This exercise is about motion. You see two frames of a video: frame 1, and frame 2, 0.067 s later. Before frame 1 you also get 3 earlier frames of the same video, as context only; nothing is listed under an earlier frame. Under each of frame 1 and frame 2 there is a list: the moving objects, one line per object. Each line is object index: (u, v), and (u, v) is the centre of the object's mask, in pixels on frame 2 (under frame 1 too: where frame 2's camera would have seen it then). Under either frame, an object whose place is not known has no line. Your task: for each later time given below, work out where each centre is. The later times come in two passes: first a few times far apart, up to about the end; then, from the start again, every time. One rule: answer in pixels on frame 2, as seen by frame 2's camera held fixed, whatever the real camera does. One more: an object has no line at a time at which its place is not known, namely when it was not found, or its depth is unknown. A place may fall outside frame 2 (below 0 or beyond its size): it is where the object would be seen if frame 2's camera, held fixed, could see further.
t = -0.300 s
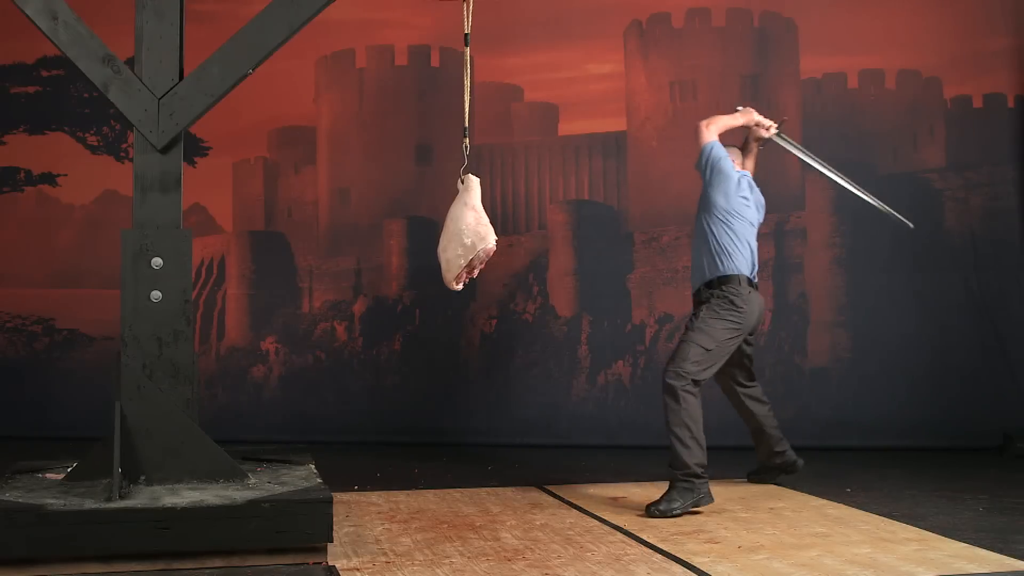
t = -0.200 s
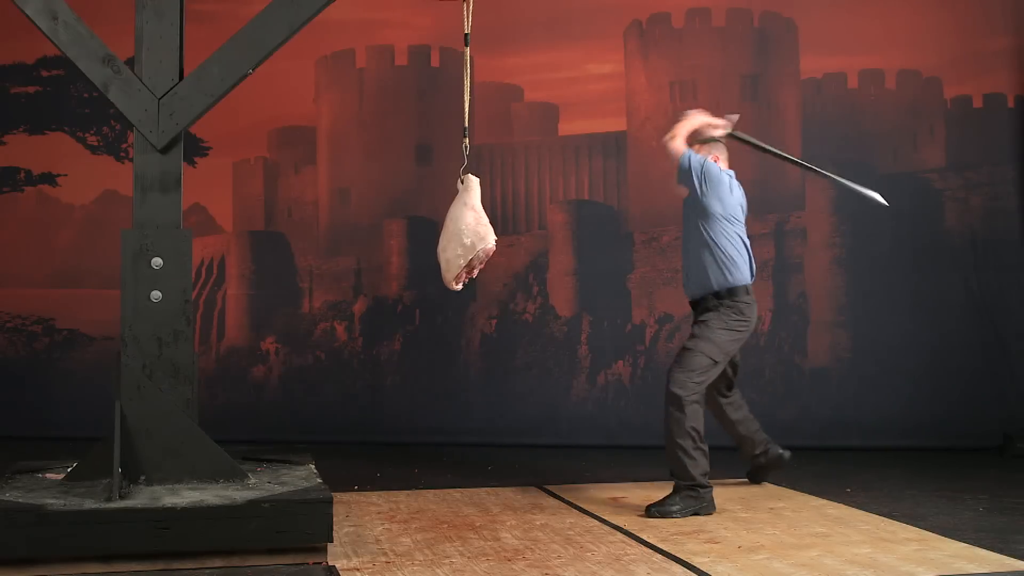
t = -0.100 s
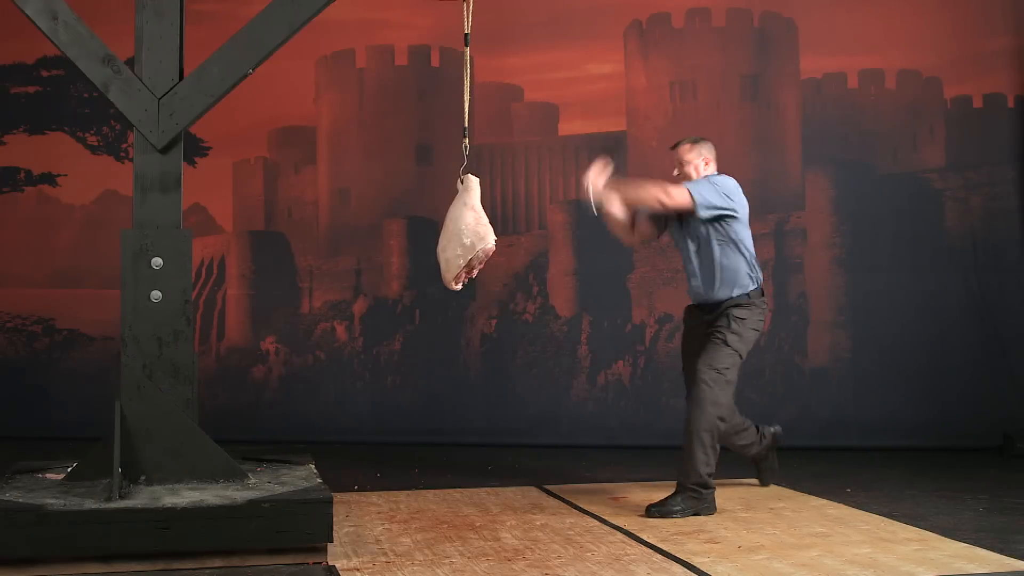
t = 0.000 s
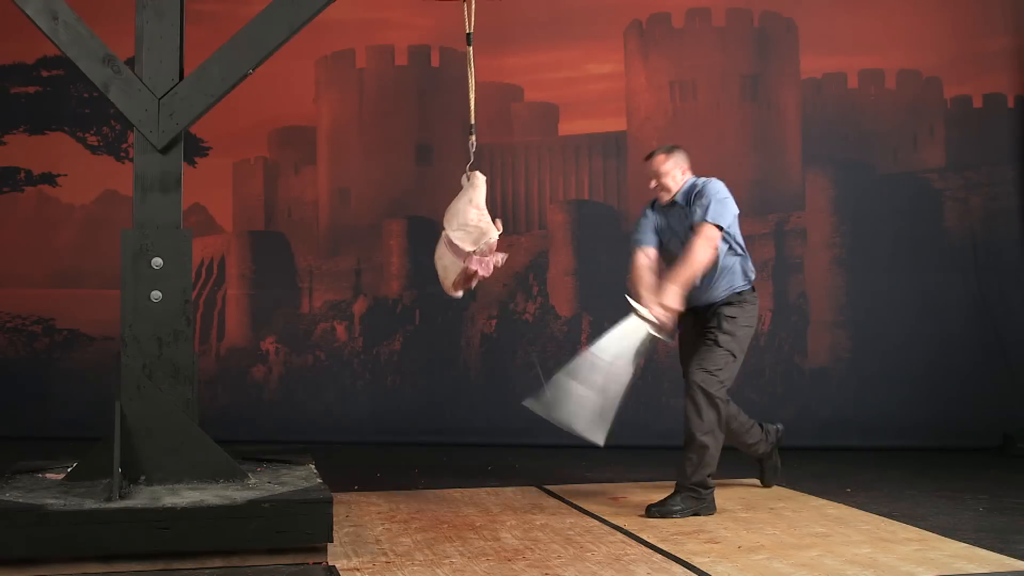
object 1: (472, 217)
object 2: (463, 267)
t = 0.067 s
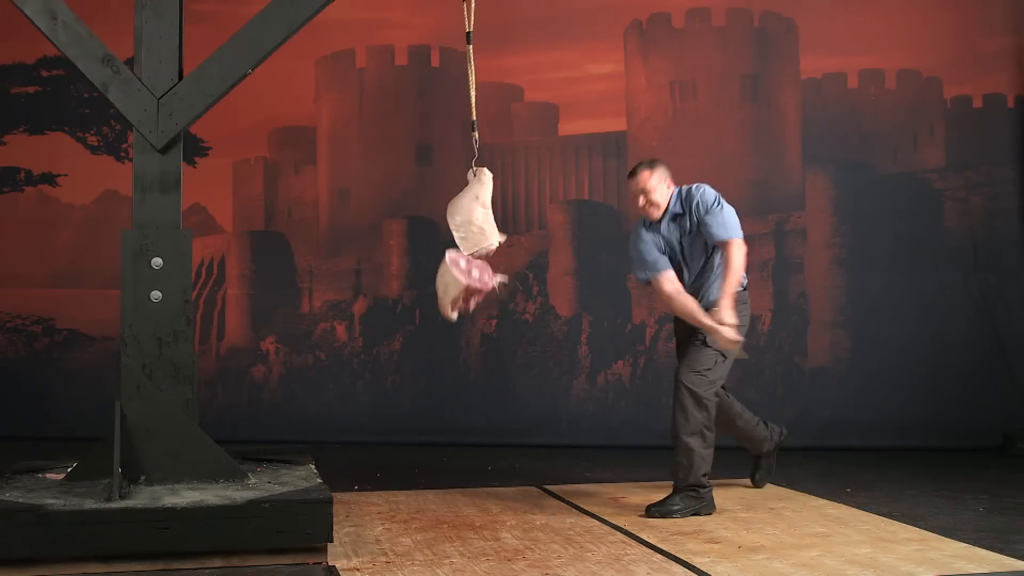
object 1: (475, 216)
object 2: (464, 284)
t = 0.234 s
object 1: (480, 206)
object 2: (464, 386)
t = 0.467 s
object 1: (479, 201)
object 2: (464, 505)
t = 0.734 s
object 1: (467, 218)
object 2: (462, 512)
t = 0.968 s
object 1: (456, 224)
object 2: (462, 512)
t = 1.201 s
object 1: (454, 220)
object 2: (462, 512)
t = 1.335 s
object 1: (455, 217)
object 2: (462, 512)
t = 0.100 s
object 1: (476, 214)
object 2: (464, 297)
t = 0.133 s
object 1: (477, 211)
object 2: (464, 316)
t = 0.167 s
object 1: (478, 209)
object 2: (464, 336)
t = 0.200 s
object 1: (479, 208)
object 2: (464, 360)
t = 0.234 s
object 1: (480, 206)
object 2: (464, 386)
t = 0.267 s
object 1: (481, 203)
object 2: (464, 415)
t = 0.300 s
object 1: (482, 201)
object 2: (463, 447)
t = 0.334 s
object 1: (482, 200)
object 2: (462, 478)
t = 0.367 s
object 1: (481, 199)
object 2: (461, 511)
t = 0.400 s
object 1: (481, 199)
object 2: (462, 510)
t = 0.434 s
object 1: (480, 200)
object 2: (463, 506)
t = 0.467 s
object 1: (479, 201)
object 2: (464, 505)
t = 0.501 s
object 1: (478, 203)
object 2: (465, 505)
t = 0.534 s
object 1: (477, 204)
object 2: (466, 506)
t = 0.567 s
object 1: (475, 206)
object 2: (466, 507)
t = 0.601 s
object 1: (474, 208)
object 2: (465, 508)
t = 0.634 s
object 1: (472, 210)
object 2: (465, 510)
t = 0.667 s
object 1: (471, 213)
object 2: (464, 511)
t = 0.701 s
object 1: (469, 215)
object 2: (463, 511)
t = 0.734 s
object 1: (467, 218)
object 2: (462, 512)
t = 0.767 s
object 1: (465, 220)
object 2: (462, 512)
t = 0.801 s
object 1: (464, 222)
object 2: (462, 512)
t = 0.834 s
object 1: (462, 223)
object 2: (462, 512)
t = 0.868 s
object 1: (460, 224)
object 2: (462, 512)
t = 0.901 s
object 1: (459, 224)
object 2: (462, 512)
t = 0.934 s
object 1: (458, 224)
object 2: (462, 512)
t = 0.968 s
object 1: (456, 224)
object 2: (462, 512)
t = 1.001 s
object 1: (456, 224)
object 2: (462, 512)
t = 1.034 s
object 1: (455, 224)
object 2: (462, 512)
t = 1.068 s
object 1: (454, 223)
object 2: (462, 512)
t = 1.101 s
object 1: (454, 222)
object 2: (462, 512)
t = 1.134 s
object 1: (454, 222)
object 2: (462, 512)
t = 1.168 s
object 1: (454, 221)
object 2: (462, 512)
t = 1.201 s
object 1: (454, 220)
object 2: (462, 512)
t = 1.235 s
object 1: (454, 219)
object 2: (462, 512)
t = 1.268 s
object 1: (454, 218)
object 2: (462, 512)
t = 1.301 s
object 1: (455, 218)
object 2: (462, 512)
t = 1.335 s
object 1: (455, 217)
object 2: (462, 512)
